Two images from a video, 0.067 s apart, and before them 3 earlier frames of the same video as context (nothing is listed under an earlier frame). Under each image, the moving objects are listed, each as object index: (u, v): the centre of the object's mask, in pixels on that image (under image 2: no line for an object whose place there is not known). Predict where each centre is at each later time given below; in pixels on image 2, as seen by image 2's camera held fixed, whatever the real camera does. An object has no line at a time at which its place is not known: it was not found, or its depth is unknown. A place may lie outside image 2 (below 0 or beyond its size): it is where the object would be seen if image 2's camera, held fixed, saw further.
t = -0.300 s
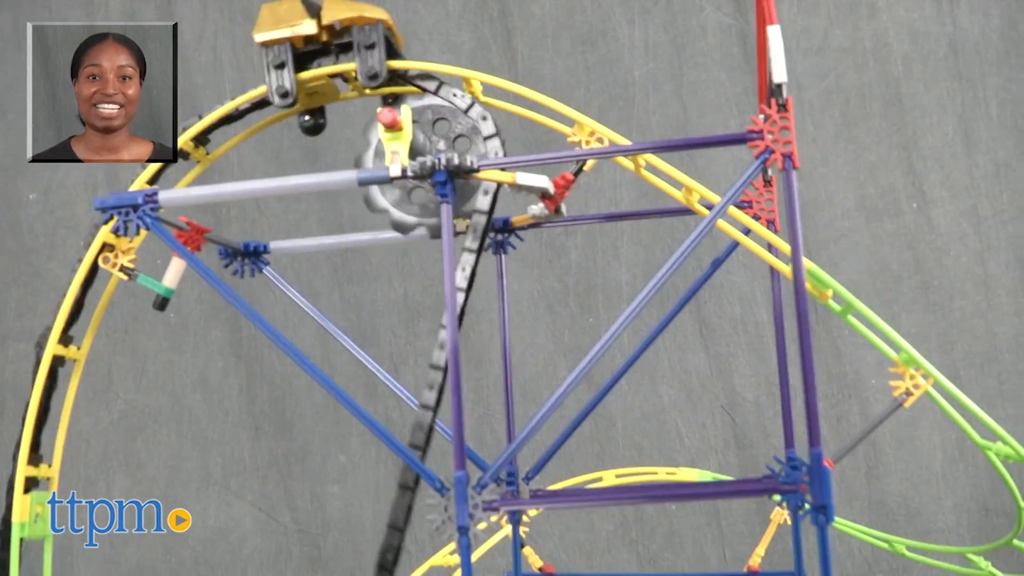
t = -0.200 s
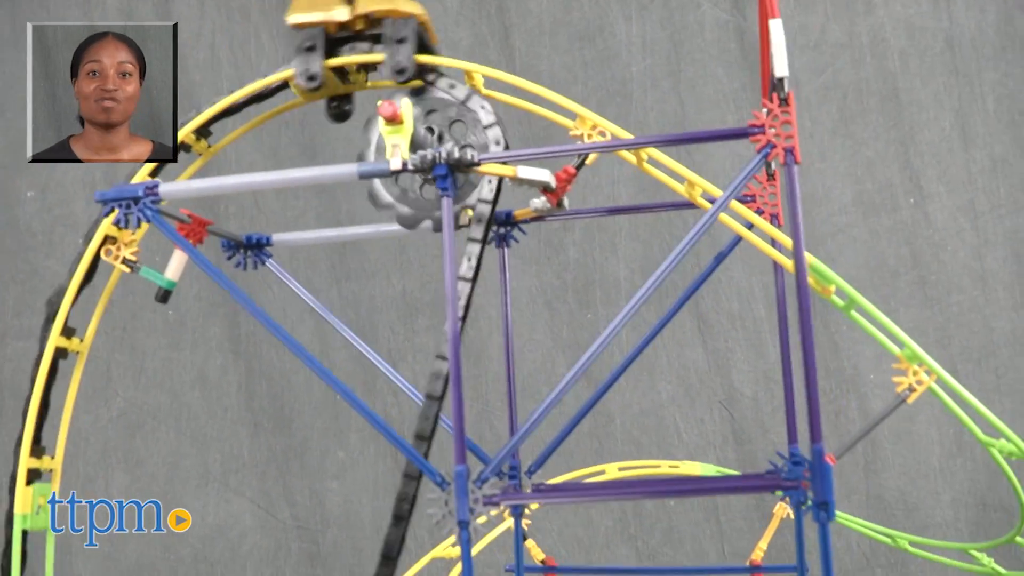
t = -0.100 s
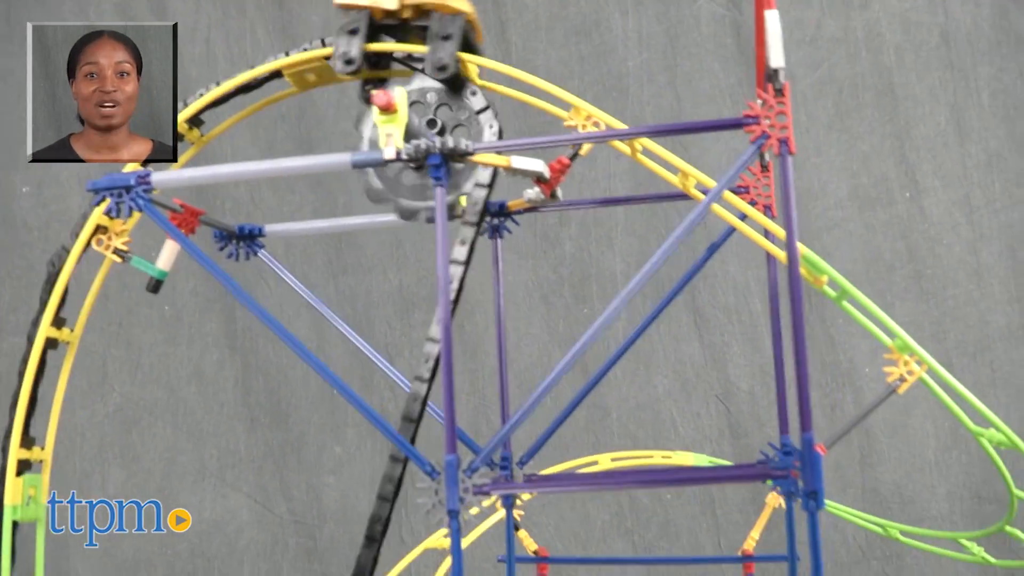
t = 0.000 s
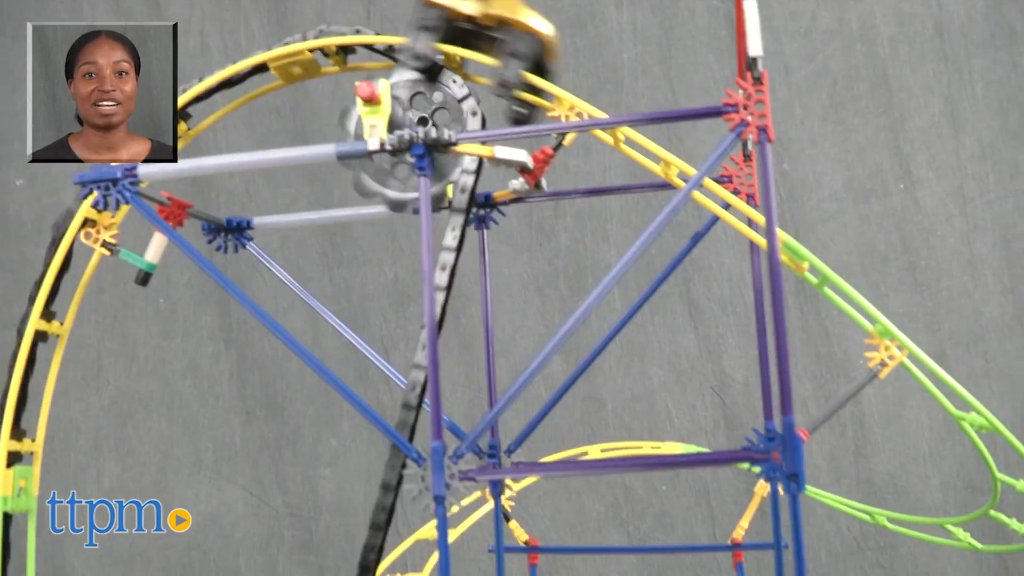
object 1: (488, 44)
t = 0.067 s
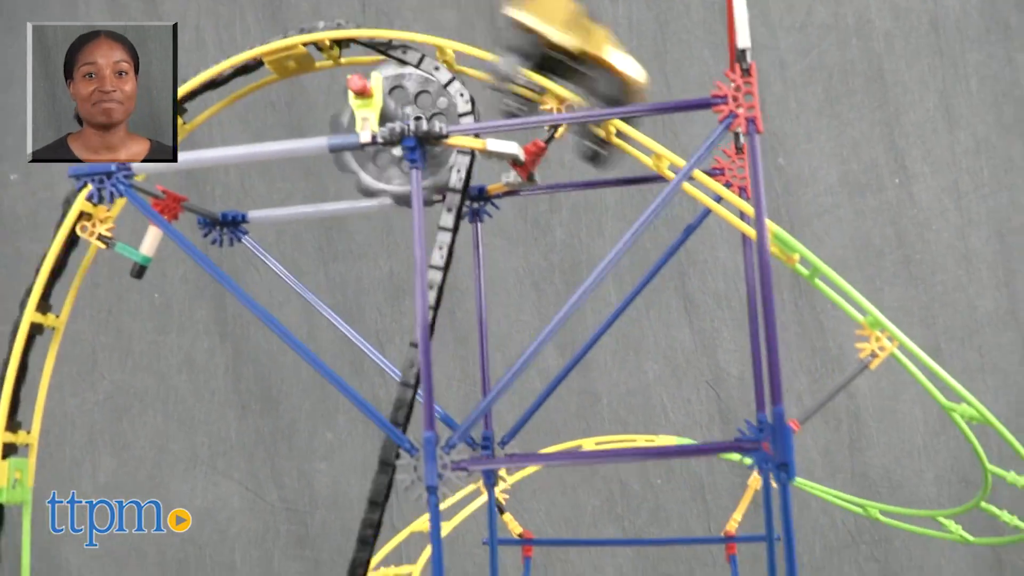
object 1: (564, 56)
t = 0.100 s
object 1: (634, 81)
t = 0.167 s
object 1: (823, 204)
